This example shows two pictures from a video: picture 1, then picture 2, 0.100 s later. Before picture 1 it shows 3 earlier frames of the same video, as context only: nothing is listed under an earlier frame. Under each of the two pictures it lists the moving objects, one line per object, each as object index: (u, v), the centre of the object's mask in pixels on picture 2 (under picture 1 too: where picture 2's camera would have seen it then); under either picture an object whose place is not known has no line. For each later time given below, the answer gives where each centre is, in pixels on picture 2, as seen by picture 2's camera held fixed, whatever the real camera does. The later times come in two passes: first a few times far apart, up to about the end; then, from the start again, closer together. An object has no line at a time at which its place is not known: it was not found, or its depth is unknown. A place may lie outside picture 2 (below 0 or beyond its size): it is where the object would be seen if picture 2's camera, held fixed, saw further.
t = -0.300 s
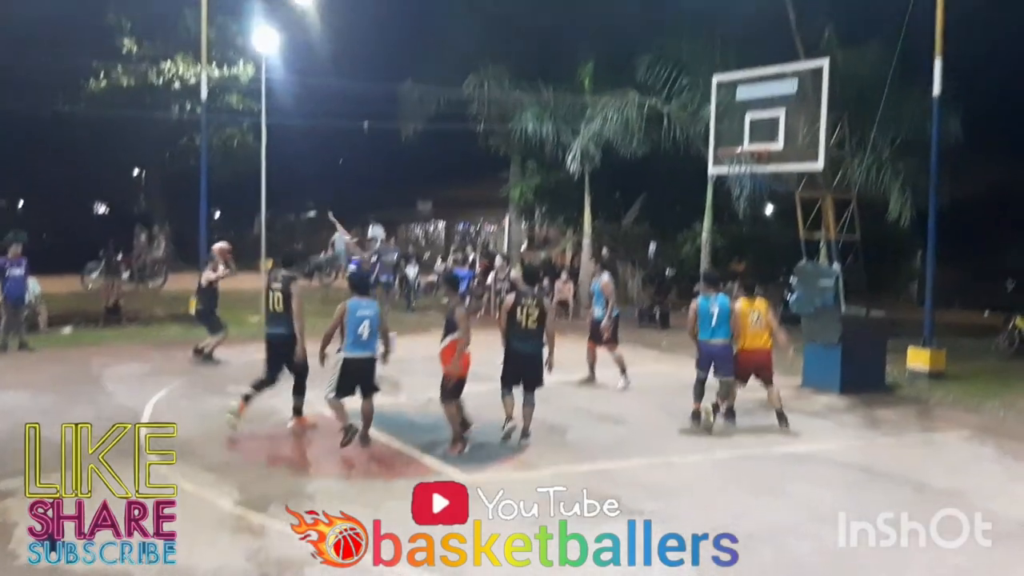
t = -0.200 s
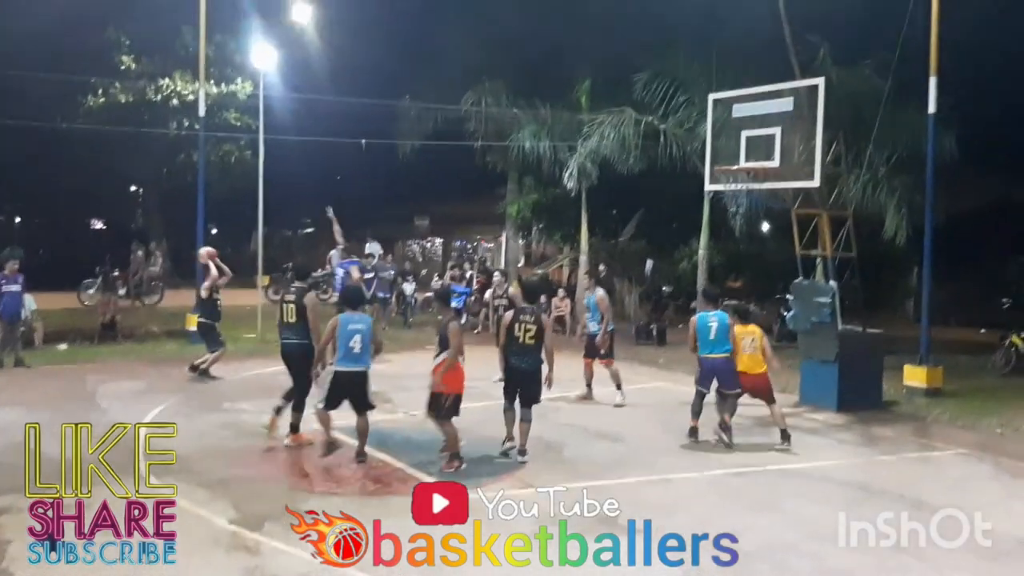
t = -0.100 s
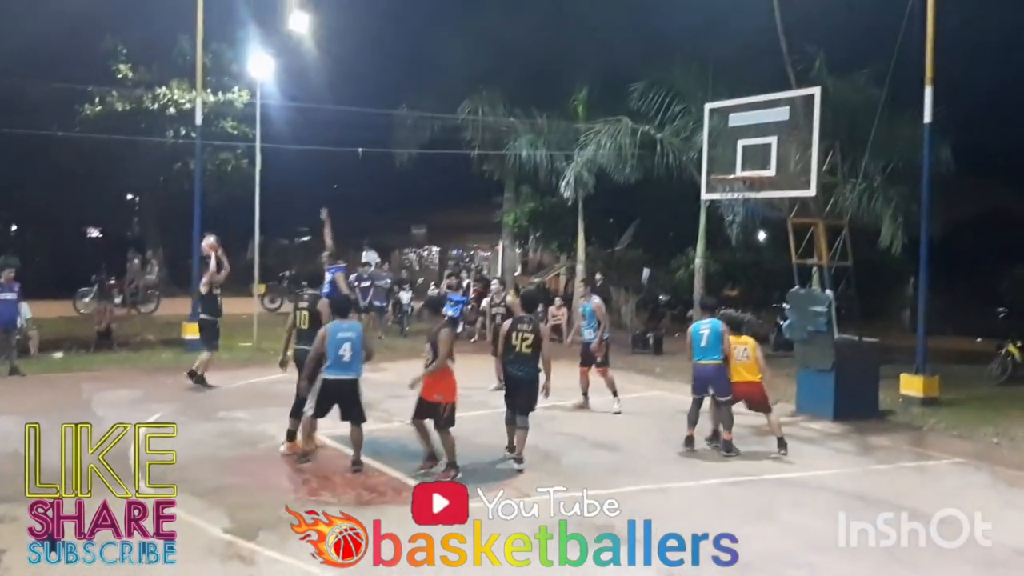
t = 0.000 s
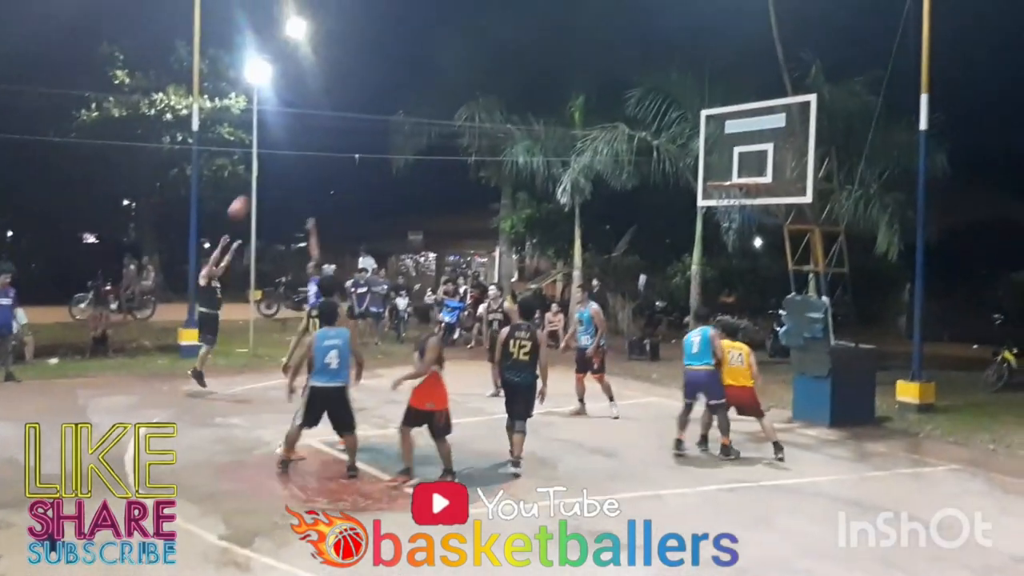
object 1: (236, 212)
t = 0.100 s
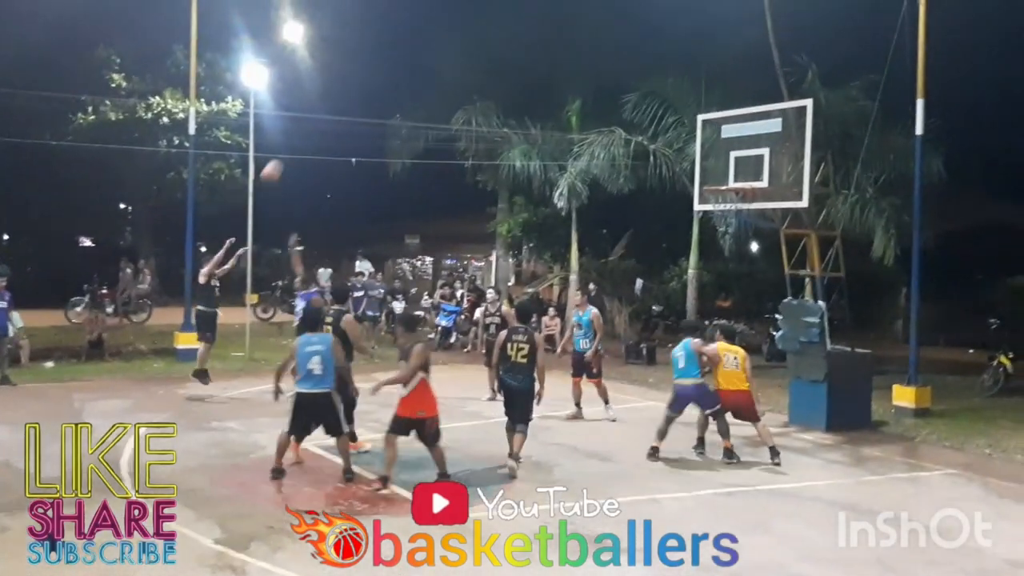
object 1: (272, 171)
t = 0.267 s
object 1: (333, 120)
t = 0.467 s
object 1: (407, 81)
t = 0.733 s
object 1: (508, 74)
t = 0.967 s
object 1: (595, 110)
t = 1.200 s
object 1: (685, 192)
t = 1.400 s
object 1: (758, 296)
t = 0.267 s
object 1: (333, 120)
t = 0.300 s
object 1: (344, 112)
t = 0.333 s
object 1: (357, 105)
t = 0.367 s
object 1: (371, 98)
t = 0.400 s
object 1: (383, 91)
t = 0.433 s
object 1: (395, 86)
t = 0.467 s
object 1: (407, 81)
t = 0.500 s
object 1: (420, 78)
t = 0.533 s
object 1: (433, 75)
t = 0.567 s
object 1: (445, 72)
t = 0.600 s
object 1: (457, 71)
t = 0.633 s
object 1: (470, 70)
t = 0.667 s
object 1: (482, 71)
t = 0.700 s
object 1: (495, 72)
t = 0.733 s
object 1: (508, 74)
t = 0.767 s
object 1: (521, 77)
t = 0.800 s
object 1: (533, 80)
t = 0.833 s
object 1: (545, 84)
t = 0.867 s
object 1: (558, 90)
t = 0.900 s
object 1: (570, 97)
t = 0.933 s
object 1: (581, 103)
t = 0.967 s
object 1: (595, 110)
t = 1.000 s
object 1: (608, 119)
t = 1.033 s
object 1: (620, 127)
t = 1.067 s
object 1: (634, 139)
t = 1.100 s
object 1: (647, 151)
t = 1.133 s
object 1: (660, 164)
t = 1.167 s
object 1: (675, 180)
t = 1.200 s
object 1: (685, 192)
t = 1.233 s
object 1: (698, 207)
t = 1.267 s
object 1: (711, 224)
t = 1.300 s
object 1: (723, 241)
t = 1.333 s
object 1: (735, 258)
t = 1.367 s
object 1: (748, 277)
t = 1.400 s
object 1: (758, 296)
